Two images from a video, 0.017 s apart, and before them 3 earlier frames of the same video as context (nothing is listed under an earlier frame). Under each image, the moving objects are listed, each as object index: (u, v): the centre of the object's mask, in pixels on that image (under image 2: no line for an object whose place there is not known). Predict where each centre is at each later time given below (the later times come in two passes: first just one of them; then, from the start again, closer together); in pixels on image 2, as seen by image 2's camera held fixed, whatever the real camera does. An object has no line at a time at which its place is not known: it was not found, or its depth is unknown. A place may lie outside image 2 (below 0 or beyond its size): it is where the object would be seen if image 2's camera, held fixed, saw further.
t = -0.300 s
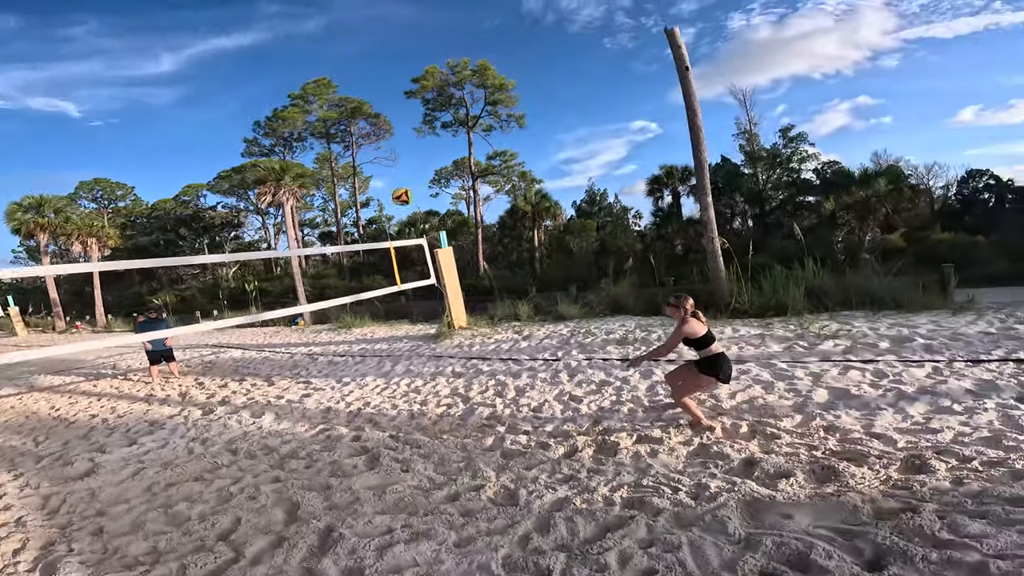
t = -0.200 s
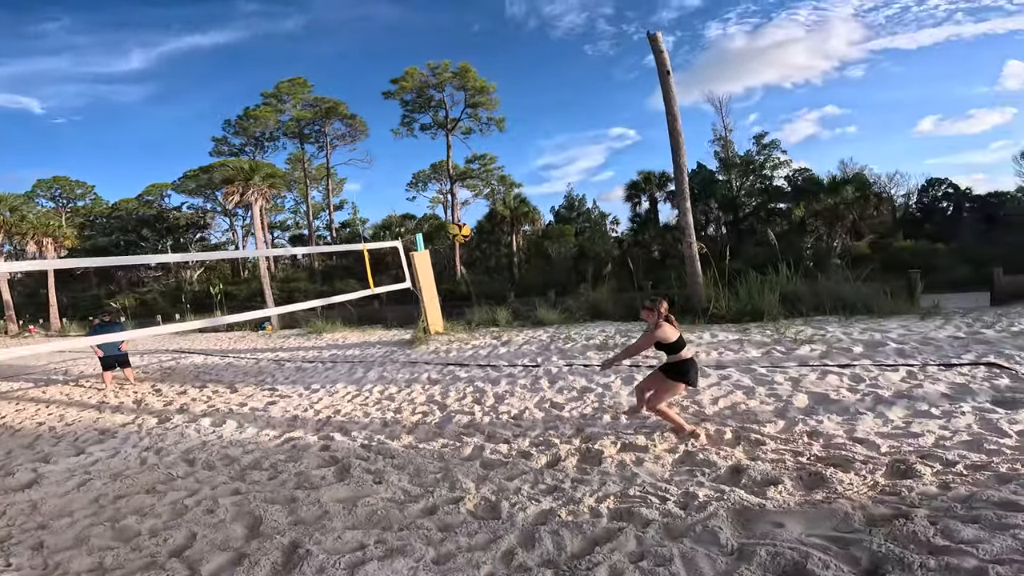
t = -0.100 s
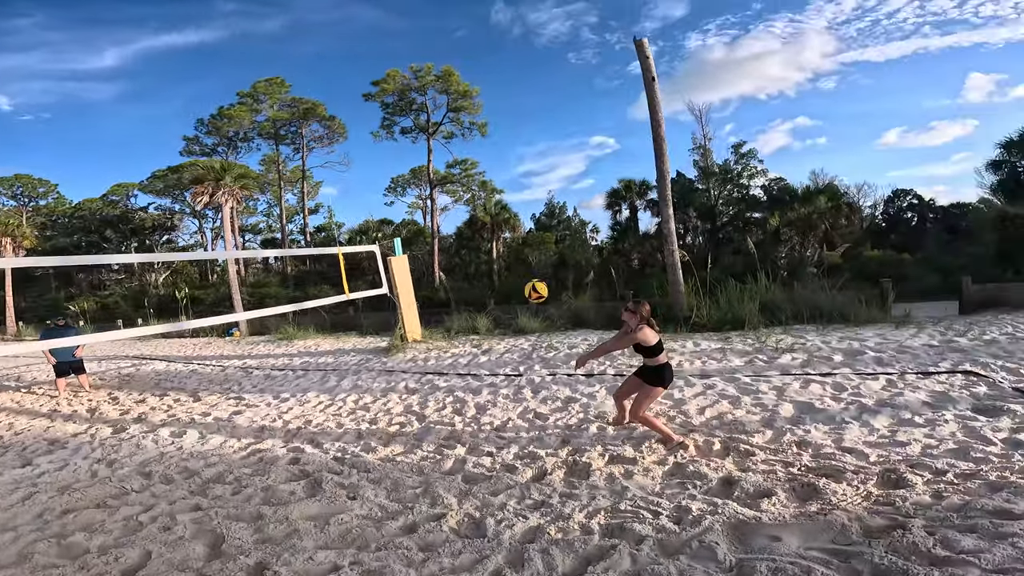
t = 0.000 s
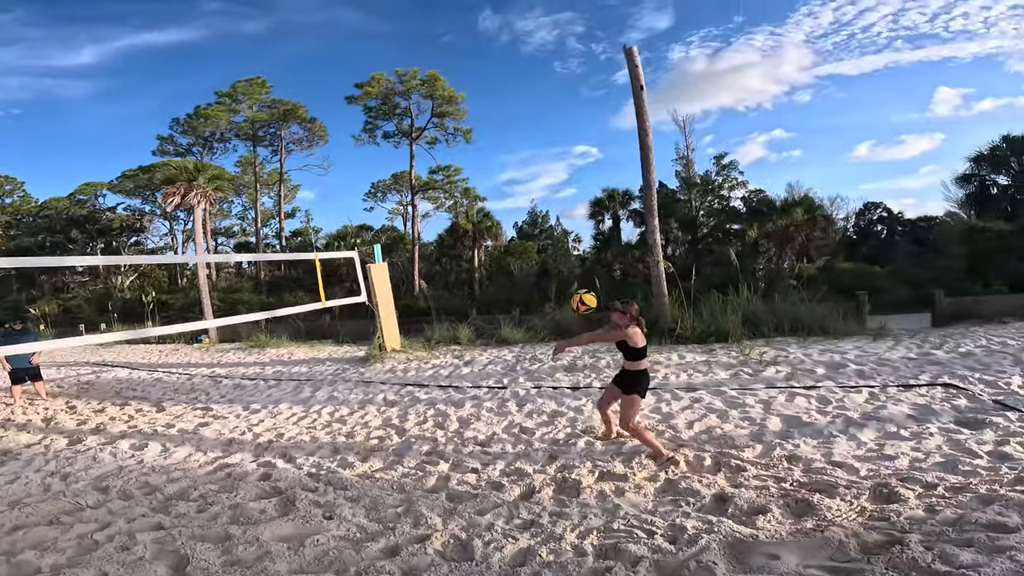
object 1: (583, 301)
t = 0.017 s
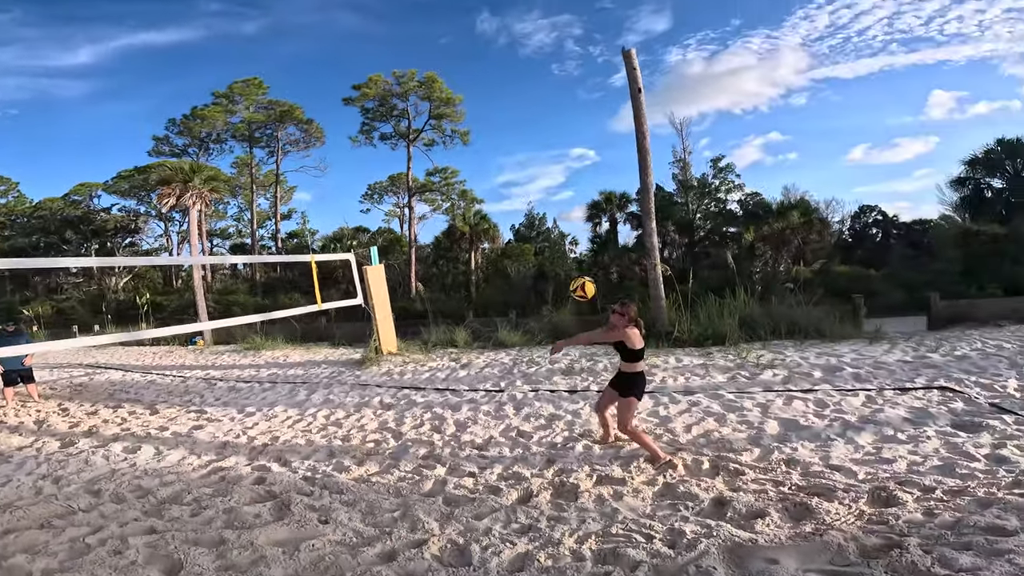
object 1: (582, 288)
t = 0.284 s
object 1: (611, 75)
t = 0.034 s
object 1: (584, 273)
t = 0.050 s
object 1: (586, 257)
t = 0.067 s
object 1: (587, 242)
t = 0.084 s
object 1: (588, 228)
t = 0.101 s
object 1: (590, 213)
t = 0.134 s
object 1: (593, 185)
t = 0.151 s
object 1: (594, 171)
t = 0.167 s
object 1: (596, 158)
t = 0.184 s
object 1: (597, 146)
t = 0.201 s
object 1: (600, 134)
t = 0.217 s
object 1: (602, 121)
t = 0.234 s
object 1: (604, 109)
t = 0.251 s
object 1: (607, 98)
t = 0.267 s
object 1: (609, 86)
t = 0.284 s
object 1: (611, 75)
